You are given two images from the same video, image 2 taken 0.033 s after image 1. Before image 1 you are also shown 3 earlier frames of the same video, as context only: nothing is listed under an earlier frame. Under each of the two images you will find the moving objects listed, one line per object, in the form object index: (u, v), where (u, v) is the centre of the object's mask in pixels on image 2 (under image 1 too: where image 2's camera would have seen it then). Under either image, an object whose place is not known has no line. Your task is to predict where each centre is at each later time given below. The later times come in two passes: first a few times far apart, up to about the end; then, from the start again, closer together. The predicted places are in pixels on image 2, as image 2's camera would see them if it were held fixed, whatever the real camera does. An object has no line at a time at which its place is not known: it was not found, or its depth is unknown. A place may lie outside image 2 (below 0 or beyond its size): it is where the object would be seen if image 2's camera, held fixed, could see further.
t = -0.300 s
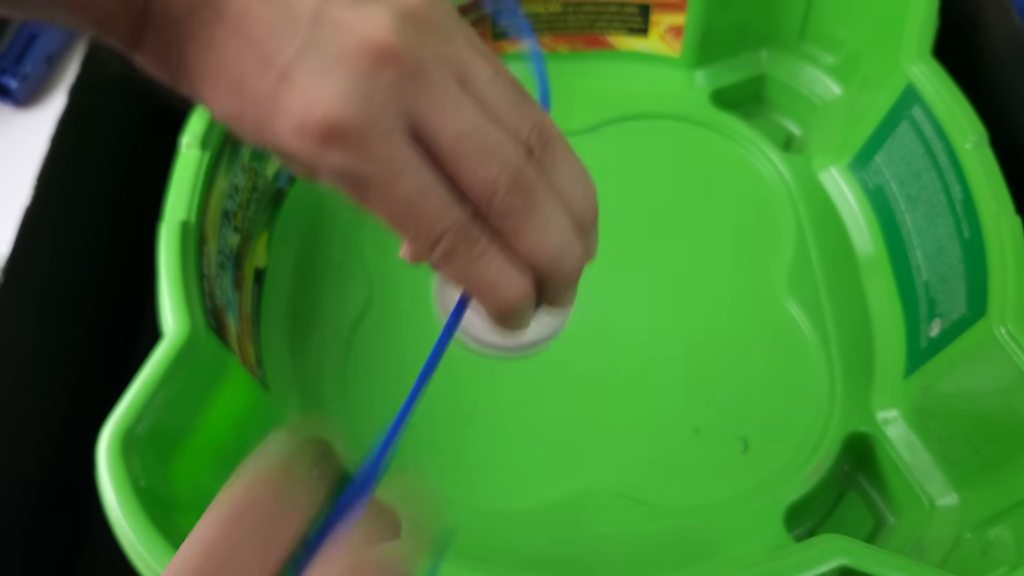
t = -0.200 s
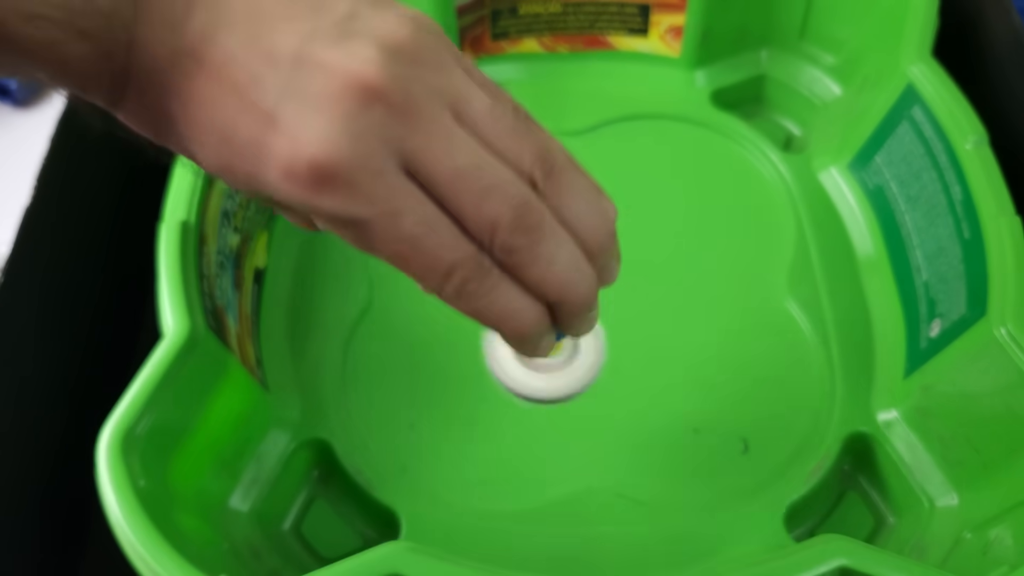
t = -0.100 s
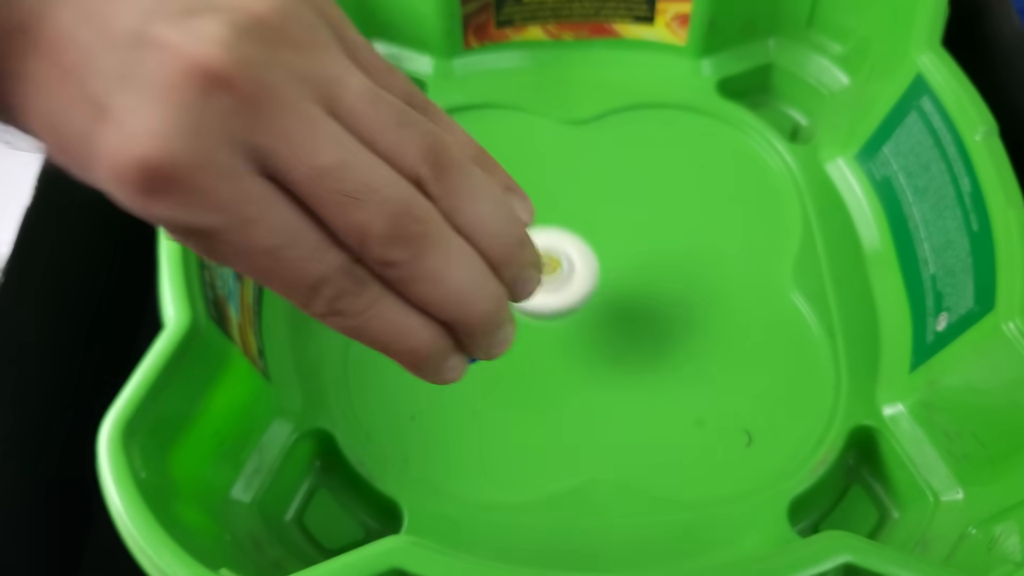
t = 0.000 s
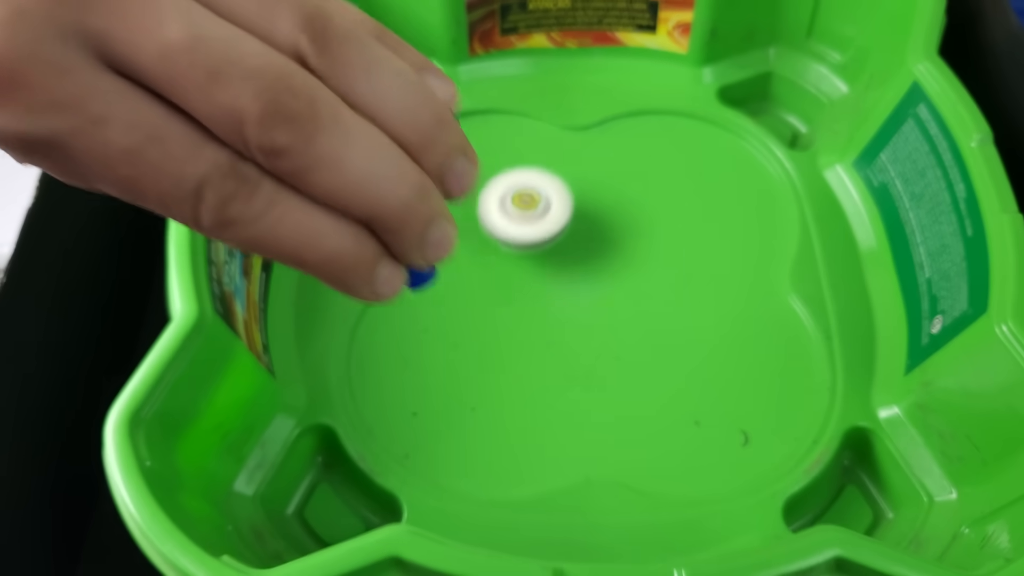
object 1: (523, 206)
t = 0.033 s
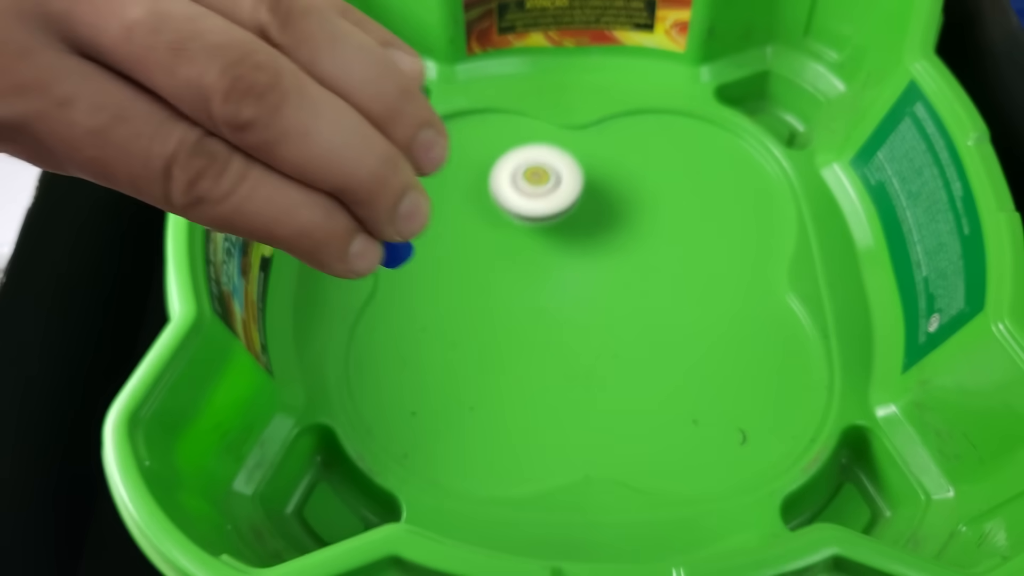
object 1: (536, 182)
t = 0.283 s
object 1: (746, 117)
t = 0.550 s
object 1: (631, 365)
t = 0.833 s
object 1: (398, 218)
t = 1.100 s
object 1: (586, 128)
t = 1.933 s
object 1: (417, 224)
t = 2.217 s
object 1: (640, 114)
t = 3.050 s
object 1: (461, 217)
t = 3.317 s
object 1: (652, 185)
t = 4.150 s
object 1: (461, 155)
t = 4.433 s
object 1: (723, 162)
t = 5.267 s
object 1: (504, 165)
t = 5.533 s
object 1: (703, 180)
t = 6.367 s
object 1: (478, 177)
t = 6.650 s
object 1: (663, 158)
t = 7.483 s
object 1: (442, 222)
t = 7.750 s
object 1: (599, 156)
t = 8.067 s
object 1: (726, 309)
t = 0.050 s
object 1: (544, 171)
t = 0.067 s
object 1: (553, 160)
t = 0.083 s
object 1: (562, 151)
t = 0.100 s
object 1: (573, 143)
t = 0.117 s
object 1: (585, 136)
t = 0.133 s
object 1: (597, 130)
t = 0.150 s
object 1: (611, 124)
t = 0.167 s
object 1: (626, 120)
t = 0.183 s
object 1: (642, 116)
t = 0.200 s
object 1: (658, 113)
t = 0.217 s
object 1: (675, 112)
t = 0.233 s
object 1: (693, 111)
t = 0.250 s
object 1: (710, 111)
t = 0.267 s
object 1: (729, 114)
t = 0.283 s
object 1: (746, 117)
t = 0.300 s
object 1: (761, 123)
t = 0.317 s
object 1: (767, 141)
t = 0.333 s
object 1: (771, 162)
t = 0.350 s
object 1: (777, 180)
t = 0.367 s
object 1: (782, 199)
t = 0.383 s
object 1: (786, 216)
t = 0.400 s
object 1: (789, 233)
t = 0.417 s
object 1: (773, 249)
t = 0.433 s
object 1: (754, 270)
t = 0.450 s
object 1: (735, 289)
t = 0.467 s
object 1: (719, 306)
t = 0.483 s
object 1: (702, 322)
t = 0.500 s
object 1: (685, 336)
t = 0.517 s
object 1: (668, 347)
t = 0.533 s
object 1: (650, 358)
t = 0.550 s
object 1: (631, 365)
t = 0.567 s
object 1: (612, 371)
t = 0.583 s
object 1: (591, 374)
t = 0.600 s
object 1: (571, 375)
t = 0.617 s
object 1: (551, 374)
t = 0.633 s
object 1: (530, 371)
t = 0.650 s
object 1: (511, 365)
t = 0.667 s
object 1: (492, 358)
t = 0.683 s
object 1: (475, 348)
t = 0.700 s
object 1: (459, 338)
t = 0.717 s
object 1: (445, 326)
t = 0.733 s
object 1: (431, 312)
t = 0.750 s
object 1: (421, 297)
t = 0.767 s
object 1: (412, 282)
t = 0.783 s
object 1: (405, 266)
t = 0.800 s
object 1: (400, 249)
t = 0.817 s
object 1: (398, 233)
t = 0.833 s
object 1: (398, 218)
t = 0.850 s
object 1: (399, 202)
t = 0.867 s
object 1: (402, 188)
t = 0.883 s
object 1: (406, 174)
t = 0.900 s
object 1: (411, 160)
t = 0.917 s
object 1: (418, 147)
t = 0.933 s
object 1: (425, 134)
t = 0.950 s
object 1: (433, 122)
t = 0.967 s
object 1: (443, 112)
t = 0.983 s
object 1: (453, 101)
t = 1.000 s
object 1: (465, 91)
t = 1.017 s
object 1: (482, 88)
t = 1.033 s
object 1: (504, 98)
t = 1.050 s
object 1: (525, 109)
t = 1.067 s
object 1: (546, 113)
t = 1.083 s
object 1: (567, 122)
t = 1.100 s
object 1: (586, 128)
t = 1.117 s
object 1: (606, 133)
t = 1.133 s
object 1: (625, 139)
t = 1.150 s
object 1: (642, 143)
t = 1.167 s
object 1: (658, 149)
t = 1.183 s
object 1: (674, 154)
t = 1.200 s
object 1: (689, 161)
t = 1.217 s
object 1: (703, 168)
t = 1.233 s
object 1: (716, 177)
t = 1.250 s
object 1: (727, 186)
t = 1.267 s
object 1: (738, 196)
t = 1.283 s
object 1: (747, 207)
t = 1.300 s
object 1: (755, 218)
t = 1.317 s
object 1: (761, 230)
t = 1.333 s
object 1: (766, 243)
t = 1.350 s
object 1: (769, 257)
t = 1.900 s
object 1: (390, 255)
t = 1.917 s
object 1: (404, 239)
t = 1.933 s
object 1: (417, 224)
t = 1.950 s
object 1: (429, 210)
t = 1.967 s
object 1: (440, 196)
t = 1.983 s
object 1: (451, 183)
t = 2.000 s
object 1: (461, 172)
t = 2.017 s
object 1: (472, 160)
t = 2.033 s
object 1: (483, 150)
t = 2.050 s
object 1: (495, 140)
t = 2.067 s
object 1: (507, 132)
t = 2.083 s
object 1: (519, 125)
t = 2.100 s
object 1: (532, 119)
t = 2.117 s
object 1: (546, 114)
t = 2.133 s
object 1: (560, 111)
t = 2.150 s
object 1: (574, 109)
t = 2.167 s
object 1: (590, 109)
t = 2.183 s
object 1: (607, 110)
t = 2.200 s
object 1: (623, 111)
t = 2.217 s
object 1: (640, 114)
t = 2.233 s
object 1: (656, 118)
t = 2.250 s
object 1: (672, 123)
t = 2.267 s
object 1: (688, 129)
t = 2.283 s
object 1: (702, 135)
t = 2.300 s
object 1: (716, 143)
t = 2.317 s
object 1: (729, 153)
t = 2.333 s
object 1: (742, 162)
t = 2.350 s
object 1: (754, 174)
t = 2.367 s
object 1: (765, 186)
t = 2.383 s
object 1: (774, 199)
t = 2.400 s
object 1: (782, 213)
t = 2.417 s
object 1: (788, 228)
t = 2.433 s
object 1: (789, 244)
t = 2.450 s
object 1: (784, 260)
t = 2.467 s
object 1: (778, 277)
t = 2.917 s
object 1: (368, 295)
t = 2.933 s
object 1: (364, 281)
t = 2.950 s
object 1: (378, 271)
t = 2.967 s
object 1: (394, 262)
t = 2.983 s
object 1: (411, 257)
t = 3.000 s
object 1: (424, 246)
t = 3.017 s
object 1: (437, 236)
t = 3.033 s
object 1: (450, 228)
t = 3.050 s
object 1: (461, 217)
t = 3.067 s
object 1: (471, 210)
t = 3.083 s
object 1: (481, 202)
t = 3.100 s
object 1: (491, 196)
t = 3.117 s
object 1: (500, 188)
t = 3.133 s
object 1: (509, 183)
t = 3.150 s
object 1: (520, 177)
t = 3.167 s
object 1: (530, 173)
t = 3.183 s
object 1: (542, 170)
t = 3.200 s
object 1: (555, 167)
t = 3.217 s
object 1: (568, 166)
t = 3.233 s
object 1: (582, 166)
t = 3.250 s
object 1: (596, 167)
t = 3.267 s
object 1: (610, 169)
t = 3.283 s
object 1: (625, 173)
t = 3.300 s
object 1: (639, 178)
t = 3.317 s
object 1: (652, 185)
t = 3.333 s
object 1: (665, 193)
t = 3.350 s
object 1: (678, 202)
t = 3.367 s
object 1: (689, 212)
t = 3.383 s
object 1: (700, 224)
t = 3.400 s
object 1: (708, 236)
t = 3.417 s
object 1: (716, 249)
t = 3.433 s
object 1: (722, 263)
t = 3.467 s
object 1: (727, 292)
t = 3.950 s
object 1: (384, 302)
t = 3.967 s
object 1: (382, 288)
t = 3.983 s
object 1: (382, 275)
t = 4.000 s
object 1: (385, 262)
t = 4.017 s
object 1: (389, 248)
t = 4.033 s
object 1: (395, 234)
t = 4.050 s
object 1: (402, 221)
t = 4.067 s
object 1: (410, 208)
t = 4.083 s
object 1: (418, 196)
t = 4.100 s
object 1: (427, 184)
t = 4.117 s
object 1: (438, 174)
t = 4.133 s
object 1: (449, 164)
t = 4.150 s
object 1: (461, 155)
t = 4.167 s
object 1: (474, 146)
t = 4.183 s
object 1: (488, 139)
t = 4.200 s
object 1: (501, 133)
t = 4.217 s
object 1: (517, 128)
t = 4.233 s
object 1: (532, 125)
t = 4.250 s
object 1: (547, 122)
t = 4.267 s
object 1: (563, 120)
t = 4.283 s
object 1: (579, 120)
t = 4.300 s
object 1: (596, 121)
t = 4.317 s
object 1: (613, 122)
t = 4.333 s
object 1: (630, 126)
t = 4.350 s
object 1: (646, 129)
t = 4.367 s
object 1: (663, 134)
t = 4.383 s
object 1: (679, 140)
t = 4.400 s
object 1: (694, 146)
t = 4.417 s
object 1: (709, 154)
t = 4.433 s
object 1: (723, 162)
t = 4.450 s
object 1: (737, 170)
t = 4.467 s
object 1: (749, 181)
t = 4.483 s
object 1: (760, 191)
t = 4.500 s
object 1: (770, 203)
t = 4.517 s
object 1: (779, 215)
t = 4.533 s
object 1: (786, 228)
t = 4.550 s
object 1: (790, 241)
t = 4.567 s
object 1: (781, 254)
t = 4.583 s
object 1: (769, 272)
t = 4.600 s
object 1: (760, 287)
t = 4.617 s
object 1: (751, 302)
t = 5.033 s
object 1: (449, 316)
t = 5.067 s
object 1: (441, 292)
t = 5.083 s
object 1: (439, 279)
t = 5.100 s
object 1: (439, 267)
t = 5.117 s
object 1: (440, 254)
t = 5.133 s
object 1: (442, 242)
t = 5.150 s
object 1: (446, 231)
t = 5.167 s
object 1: (452, 220)
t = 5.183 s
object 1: (458, 209)
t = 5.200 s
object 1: (465, 199)
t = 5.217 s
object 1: (474, 189)
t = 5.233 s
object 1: (483, 180)
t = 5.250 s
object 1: (493, 172)
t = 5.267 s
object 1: (504, 165)
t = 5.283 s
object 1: (516, 159)
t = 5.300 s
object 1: (528, 154)
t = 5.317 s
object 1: (541, 149)
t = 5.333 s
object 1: (554, 146)
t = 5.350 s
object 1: (567, 144)
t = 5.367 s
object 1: (581, 143)
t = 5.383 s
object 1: (594, 143)
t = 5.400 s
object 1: (607, 144)
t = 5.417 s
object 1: (620, 146)
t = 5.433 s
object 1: (634, 148)
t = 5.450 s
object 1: (646, 151)
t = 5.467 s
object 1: (659, 155)
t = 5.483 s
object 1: (671, 161)
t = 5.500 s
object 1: (682, 167)
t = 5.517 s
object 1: (693, 173)
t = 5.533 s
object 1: (703, 180)
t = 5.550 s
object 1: (712, 188)
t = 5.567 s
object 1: (720, 196)
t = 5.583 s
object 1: (728, 206)
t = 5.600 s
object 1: (735, 215)
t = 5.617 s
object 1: (740, 226)
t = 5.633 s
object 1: (744, 236)
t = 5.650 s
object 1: (747, 247)
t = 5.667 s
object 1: (749, 258)
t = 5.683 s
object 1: (749, 270)
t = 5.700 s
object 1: (748, 281)
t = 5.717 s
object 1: (746, 293)
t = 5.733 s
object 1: (743, 304)
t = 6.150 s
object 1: (459, 310)
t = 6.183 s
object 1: (449, 288)
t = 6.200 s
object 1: (446, 277)
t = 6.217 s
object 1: (444, 266)
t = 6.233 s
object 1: (443, 255)
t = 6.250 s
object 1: (444, 244)
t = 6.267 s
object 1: (446, 233)
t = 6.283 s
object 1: (449, 222)
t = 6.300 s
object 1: (453, 212)
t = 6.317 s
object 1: (458, 203)
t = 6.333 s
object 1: (463, 194)
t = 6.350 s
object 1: (470, 185)
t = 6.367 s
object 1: (478, 177)
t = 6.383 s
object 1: (486, 170)
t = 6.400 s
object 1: (494, 163)
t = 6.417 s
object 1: (504, 157)
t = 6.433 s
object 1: (514, 152)
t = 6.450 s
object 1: (524, 148)
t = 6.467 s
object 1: (536, 144)
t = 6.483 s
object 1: (547, 141)
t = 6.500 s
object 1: (558, 139)
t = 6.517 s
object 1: (570, 138)
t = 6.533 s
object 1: (582, 138)
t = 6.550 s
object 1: (594, 139)
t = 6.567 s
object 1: (606, 140)
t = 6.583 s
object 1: (618, 142)
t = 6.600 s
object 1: (630, 145)
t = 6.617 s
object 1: (641, 149)
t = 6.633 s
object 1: (652, 154)
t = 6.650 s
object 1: (663, 158)
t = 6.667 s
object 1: (674, 164)
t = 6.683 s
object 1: (684, 171)
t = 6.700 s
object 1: (693, 178)
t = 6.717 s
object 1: (701, 187)
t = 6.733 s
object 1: (709, 195)
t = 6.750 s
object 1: (716, 205)
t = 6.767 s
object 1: (722, 215)
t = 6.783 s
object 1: (727, 225)
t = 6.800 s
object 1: (730, 236)
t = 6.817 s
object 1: (733, 248)
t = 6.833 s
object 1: (734, 260)
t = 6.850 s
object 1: (734, 272)
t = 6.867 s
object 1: (733, 283)
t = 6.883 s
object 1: (730, 295)
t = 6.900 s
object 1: (726, 307)
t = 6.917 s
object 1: (721, 318)
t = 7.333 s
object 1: (442, 313)
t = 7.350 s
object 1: (438, 303)
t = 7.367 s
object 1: (434, 293)
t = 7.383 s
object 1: (432, 282)
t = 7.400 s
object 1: (431, 272)
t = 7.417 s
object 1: (431, 261)
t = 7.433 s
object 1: (432, 252)
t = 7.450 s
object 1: (435, 242)
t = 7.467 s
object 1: (438, 232)
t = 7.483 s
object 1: (442, 222)
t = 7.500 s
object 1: (447, 213)
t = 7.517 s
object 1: (453, 205)
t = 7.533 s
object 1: (460, 197)
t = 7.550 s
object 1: (467, 189)
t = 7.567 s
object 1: (476, 182)
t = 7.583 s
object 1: (485, 176)
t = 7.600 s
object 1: (494, 170)
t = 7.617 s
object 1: (505, 165)
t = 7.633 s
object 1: (515, 162)
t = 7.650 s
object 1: (526, 157)
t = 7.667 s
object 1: (538, 155)
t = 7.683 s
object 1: (551, 154)
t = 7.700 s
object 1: (563, 154)
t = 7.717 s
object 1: (575, 153)
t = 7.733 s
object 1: (587, 154)
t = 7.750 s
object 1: (599, 156)
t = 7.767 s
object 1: (612, 158)
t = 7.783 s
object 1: (623, 162)
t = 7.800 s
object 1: (635, 166)
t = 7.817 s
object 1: (647, 171)
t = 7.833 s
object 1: (657, 177)
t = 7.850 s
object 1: (668, 183)
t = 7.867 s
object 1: (678, 191)
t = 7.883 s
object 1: (687, 198)
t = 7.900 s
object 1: (696, 206)
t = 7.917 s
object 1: (704, 215)
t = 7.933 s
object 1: (711, 225)
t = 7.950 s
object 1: (716, 234)
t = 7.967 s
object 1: (721, 245)
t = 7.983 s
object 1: (724, 255)
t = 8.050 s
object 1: (728, 299)
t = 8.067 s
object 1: (726, 309)
